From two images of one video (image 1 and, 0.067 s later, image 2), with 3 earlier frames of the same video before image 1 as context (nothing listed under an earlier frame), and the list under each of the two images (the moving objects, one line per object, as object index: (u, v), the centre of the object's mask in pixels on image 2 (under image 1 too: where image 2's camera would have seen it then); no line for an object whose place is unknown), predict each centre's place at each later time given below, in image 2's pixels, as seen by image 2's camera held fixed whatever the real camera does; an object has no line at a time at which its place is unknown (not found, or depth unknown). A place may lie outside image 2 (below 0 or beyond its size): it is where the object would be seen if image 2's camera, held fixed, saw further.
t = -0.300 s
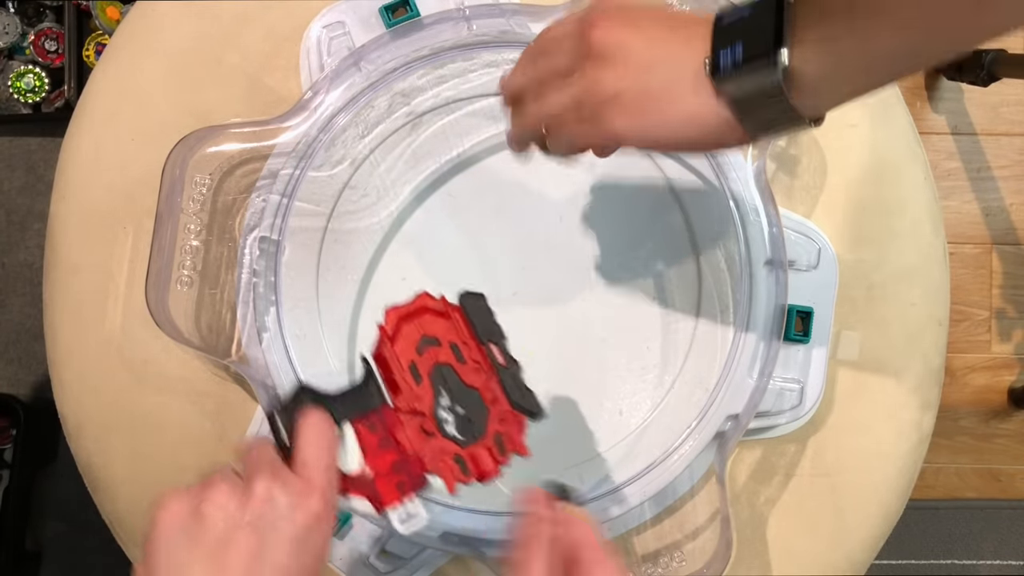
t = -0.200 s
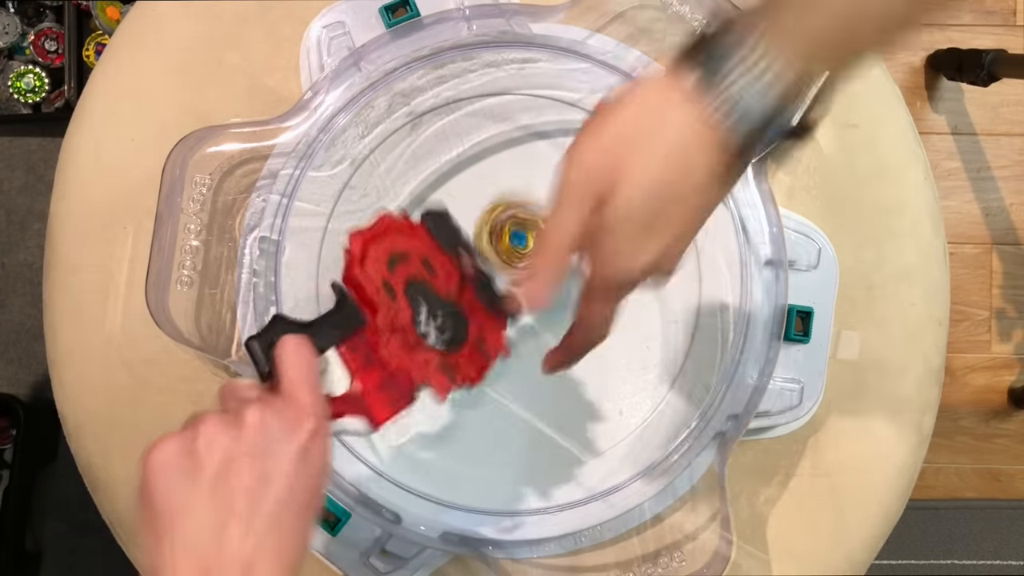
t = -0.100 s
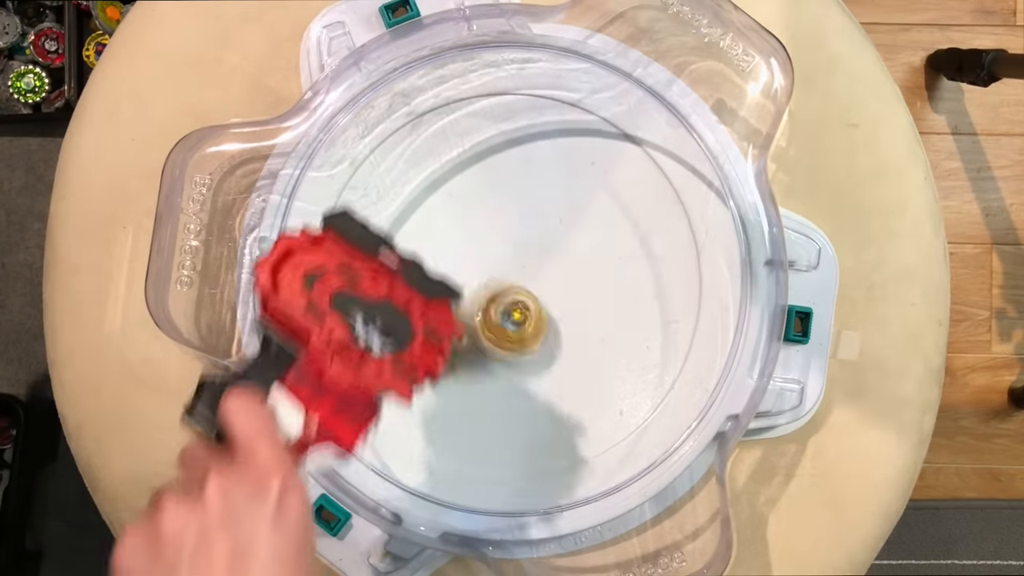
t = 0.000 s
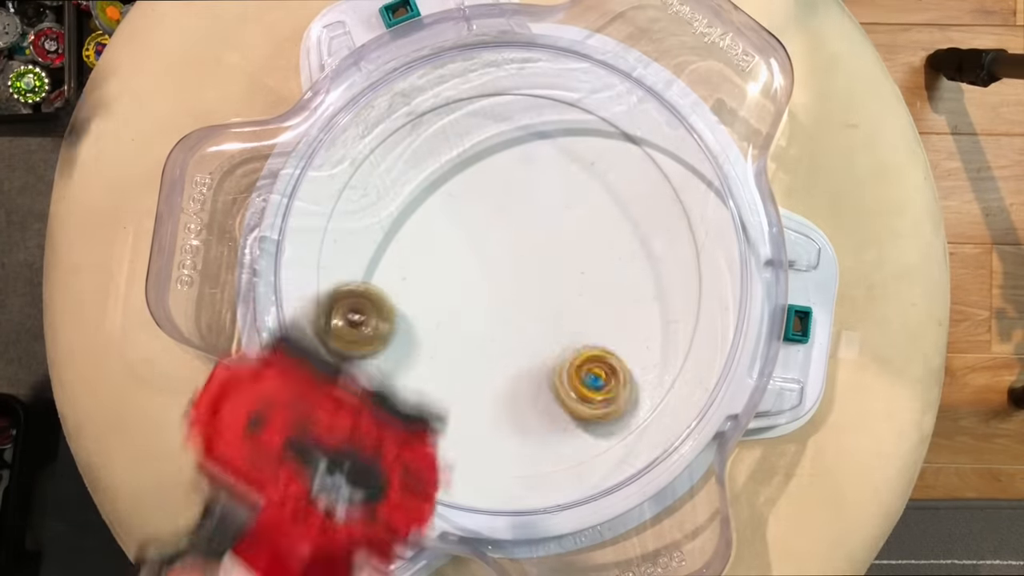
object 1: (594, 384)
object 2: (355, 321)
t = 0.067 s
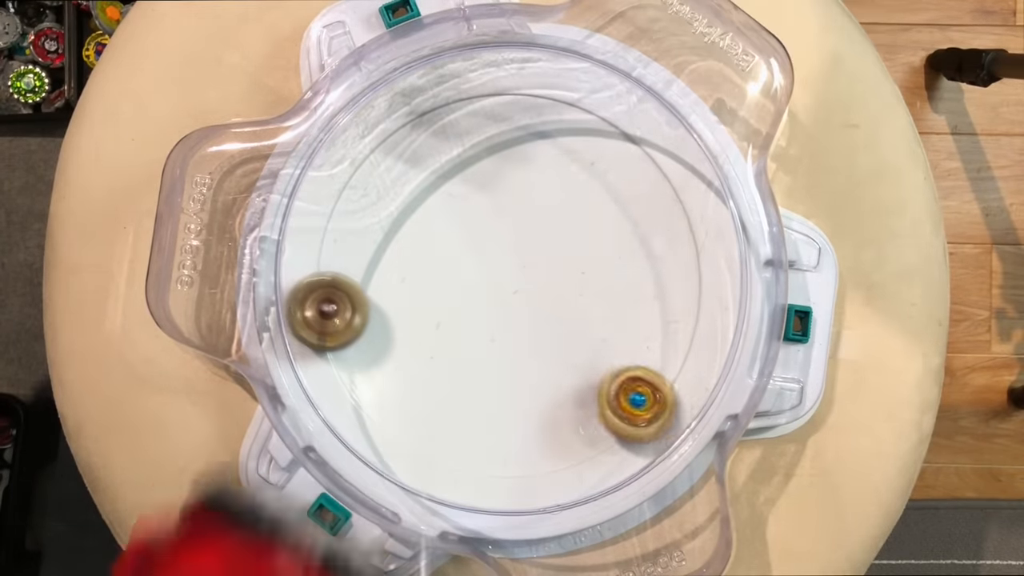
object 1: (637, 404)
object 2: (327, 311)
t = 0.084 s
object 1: (645, 406)
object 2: (325, 309)
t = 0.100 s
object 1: (647, 404)
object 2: (325, 308)
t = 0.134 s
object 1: (650, 397)
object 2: (332, 305)
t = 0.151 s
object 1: (650, 392)
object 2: (338, 304)
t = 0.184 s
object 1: (645, 378)
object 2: (351, 303)
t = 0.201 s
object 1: (641, 371)
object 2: (359, 302)
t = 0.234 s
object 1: (632, 355)
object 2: (376, 302)
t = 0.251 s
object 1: (628, 347)
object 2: (385, 302)
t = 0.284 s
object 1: (616, 330)
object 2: (404, 301)
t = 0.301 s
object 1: (610, 320)
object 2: (413, 301)
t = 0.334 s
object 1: (596, 301)
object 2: (433, 300)
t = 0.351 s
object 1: (587, 292)
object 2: (443, 300)
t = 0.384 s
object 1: (573, 273)
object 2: (463, 299)
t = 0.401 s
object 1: (566, 264)
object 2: (473, 297)
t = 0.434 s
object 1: (553, 247)
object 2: (491, 294)
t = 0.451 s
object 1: (554, 239)
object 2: (492, 293)
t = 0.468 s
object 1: (552, 231)
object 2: (493, 293)
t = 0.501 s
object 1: (551, 213)
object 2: (494, 292)
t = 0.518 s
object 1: (550, 205)
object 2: (494, 290)
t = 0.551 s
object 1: (548, 190)
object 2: (494, 284)
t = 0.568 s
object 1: (546, 183)
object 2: (493, 280)
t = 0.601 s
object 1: (543, 173)
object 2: (490, 271)
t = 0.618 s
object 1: (541, 170)
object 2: (488, 266)
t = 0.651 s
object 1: (537, 163)
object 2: (484, 254)
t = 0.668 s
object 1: (535, 161)
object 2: (481, 249)
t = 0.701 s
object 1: (530, 159)
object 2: (474, 238)
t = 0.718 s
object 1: (527, 158)
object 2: (471, 232)
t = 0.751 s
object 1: (522, 159)
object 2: (462, 223)
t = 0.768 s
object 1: (518, 161)
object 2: (459, 218)
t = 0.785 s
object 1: (515, 162)
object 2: (453, 214)
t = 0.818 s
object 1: (510, 167)
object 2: (444, 208)
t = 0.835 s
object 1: (517, 164)
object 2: (427, 210)
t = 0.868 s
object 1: (530, 162)
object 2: (396, 219)
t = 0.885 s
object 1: (538, 162)
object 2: (382, 223)
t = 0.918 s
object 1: (547, 165)
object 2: (355, 236)
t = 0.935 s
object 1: (550, 167)
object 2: (343, 243)
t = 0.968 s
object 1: (556, 176)
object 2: (324, 261)
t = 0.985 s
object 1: (556, 182)
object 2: (320, 272)
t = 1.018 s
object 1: (557, 196)
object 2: (316, 293)
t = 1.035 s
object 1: (557, 203)
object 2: (315, 303)
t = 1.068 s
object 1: (555, 217)
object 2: (309, 324)
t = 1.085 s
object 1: (554, 223)
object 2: (317, 331)
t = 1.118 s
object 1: (550, 240)
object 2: (313, 350)
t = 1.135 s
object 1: (547, 247)
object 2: (315, 358)
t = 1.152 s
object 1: (545, 256)
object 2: (318, 365)
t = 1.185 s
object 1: (539, 271)
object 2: (328, 375)
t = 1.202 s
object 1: (538, 278)
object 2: (339, 377)
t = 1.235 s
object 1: (532, 293)
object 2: (353, 384)
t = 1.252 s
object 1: (531, 299)
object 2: (364, 385)
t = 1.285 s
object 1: (528, 311)
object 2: (392, 384)
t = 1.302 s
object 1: (526, 318)
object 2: (406, 383)
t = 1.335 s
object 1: (525, 328)
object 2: (442, 373)
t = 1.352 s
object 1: (527, 333)
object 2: (458, 367)
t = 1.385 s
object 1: (548, 337)
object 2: (470, 356)
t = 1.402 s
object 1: (560, 337)
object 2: (477, 349)
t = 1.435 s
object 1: (580, 339)
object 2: (489, 333)
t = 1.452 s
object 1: (587, 340)
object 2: (494, 323)
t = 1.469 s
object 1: (596, 341)
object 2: (499, 311)
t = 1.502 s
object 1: (609, 341)
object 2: (510, 287)
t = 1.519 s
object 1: (614, 340)
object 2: (514, 274)
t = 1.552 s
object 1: (621, 338)
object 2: (523, 248)
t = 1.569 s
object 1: (624, 337)
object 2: (527, 235)
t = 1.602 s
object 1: (628, 334)
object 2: (531, 209)
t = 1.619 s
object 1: (630, 332)
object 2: (533, 197)
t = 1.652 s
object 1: (631, 328)
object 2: (533, 171)
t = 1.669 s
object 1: (631, 324)
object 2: (532, 161)
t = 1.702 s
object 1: (629, 318)
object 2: (526, 141)
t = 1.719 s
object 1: (626, 314)
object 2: (523, 133)
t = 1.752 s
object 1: (621, 307)
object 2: (512, 119)
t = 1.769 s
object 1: (617, 305)
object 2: (506, 113)
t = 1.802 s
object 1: (610, 297)
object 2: (491, 103)
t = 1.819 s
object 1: (607, 293)
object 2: (484, 102)
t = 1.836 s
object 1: (601, 289)
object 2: (475, 102)
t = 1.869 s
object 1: (591, 281)
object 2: (460, 109)
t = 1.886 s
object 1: (585, 278)
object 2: (453, 114)
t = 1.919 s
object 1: (575, 271)
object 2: (441, 128)
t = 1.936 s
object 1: (570, 269)
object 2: (434, 135)
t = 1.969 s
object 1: (558, 260)
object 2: (421, 153)
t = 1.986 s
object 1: (553, 256)
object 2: (414, 163)
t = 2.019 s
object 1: (542, 250)
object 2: (403, 185)
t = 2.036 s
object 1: (535, 246)
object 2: (399, 196)
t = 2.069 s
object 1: (523, 240)
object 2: (394, 219)
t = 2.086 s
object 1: (517, 238)
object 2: (394, 231)
